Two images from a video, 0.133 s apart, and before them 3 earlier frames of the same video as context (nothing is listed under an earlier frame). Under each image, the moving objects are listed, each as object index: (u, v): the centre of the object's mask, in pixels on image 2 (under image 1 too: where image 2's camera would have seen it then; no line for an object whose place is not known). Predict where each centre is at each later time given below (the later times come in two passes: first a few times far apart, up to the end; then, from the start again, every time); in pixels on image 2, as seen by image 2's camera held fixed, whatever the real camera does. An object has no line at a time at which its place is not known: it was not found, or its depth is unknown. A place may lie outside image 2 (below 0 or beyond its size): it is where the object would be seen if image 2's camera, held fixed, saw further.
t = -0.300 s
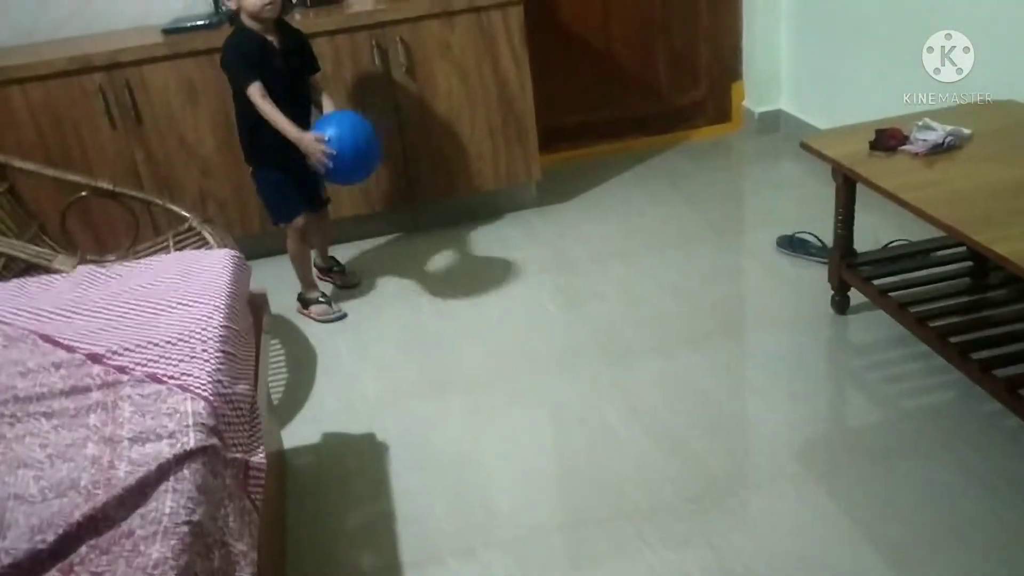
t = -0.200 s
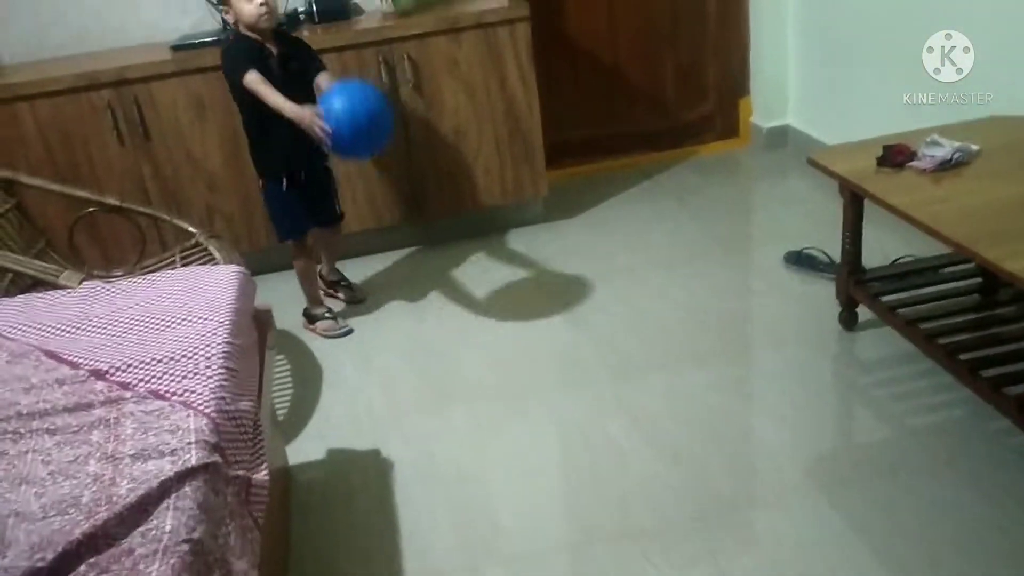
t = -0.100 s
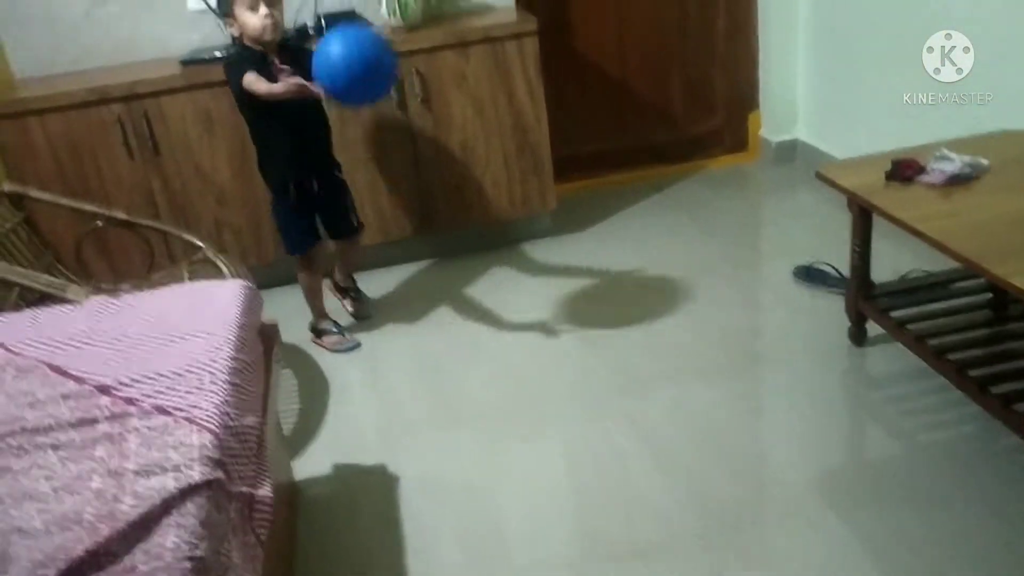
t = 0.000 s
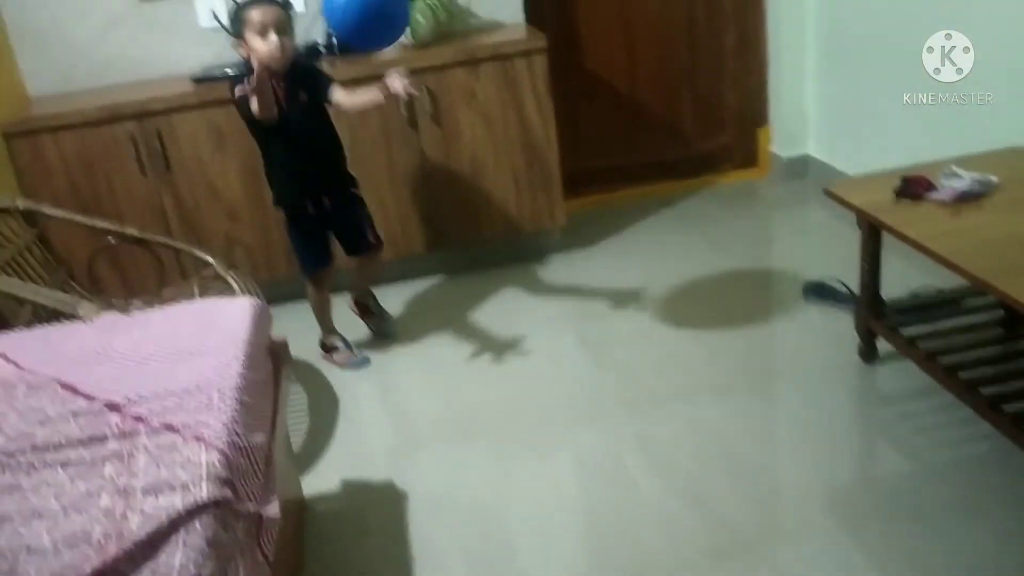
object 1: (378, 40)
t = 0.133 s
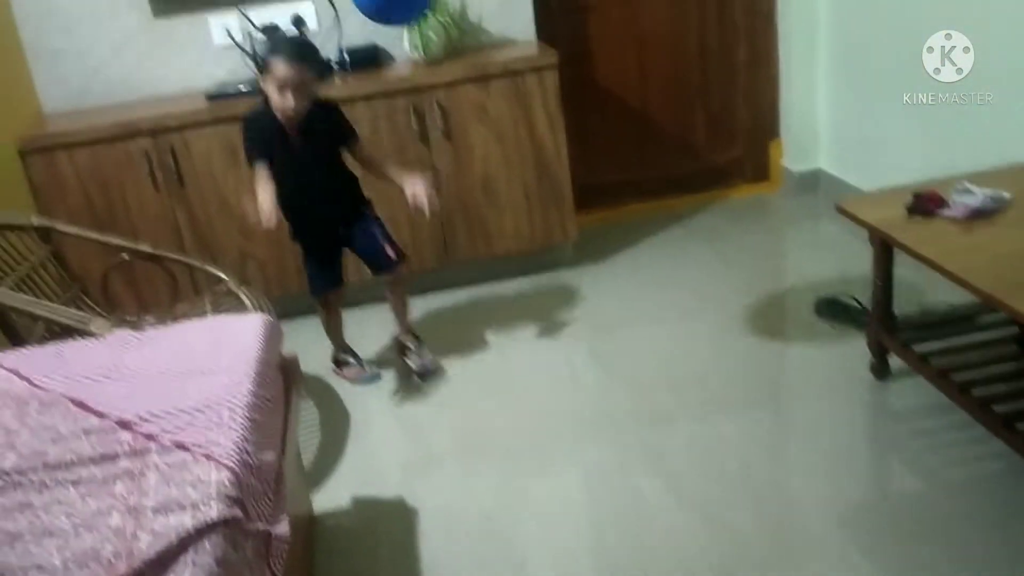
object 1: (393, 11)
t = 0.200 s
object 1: (404, 9)
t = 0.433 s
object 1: (467, 157)
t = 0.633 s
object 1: (531, 393)
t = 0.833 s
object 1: (561, 178)
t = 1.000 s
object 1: (606, 91)
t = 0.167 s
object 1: (398, 8)
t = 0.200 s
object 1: (404, 9)
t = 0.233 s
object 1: (411, 12)
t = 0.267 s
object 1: (420, 20)
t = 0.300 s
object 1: (428, 31)
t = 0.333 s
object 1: (438, 56)
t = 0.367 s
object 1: (447, 86)
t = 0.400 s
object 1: (457, 119)
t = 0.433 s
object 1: (467, 157)
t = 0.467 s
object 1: (478, 198)
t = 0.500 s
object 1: (490, 241)
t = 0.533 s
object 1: (501, 291)
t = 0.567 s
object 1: (513, 341)
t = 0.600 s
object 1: (524, 392)
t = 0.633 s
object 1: (531, 393)
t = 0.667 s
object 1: (534, 353)
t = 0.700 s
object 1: (538, 314)
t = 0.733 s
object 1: (543, 274)
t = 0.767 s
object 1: (548, 240)
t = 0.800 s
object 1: (554, 208)
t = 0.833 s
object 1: (561, 178)
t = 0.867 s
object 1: (568, 153)
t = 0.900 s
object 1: (577, 132)
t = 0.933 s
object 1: (586, 114)
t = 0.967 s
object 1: (596, 101)
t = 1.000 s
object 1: (606, 91)
